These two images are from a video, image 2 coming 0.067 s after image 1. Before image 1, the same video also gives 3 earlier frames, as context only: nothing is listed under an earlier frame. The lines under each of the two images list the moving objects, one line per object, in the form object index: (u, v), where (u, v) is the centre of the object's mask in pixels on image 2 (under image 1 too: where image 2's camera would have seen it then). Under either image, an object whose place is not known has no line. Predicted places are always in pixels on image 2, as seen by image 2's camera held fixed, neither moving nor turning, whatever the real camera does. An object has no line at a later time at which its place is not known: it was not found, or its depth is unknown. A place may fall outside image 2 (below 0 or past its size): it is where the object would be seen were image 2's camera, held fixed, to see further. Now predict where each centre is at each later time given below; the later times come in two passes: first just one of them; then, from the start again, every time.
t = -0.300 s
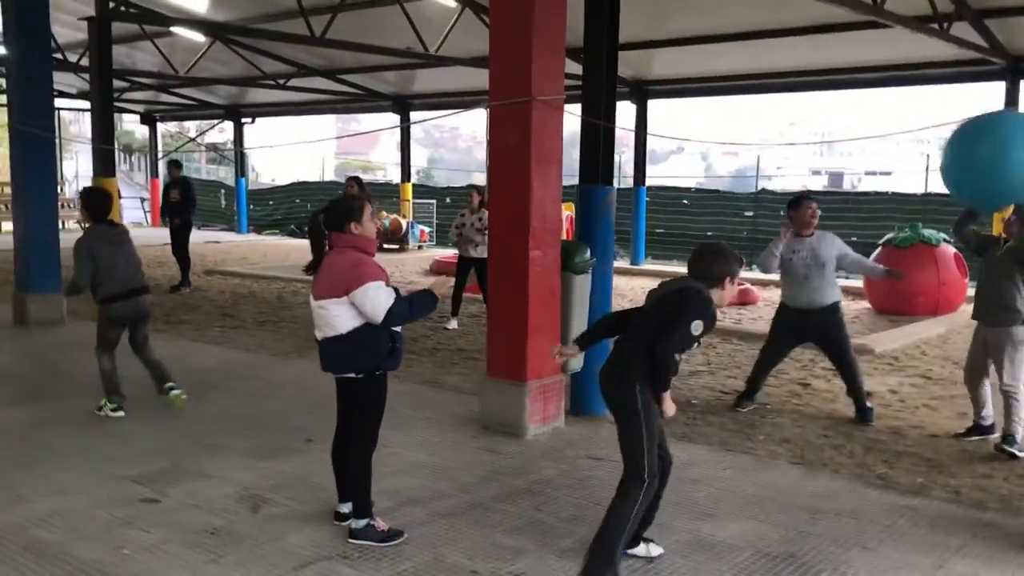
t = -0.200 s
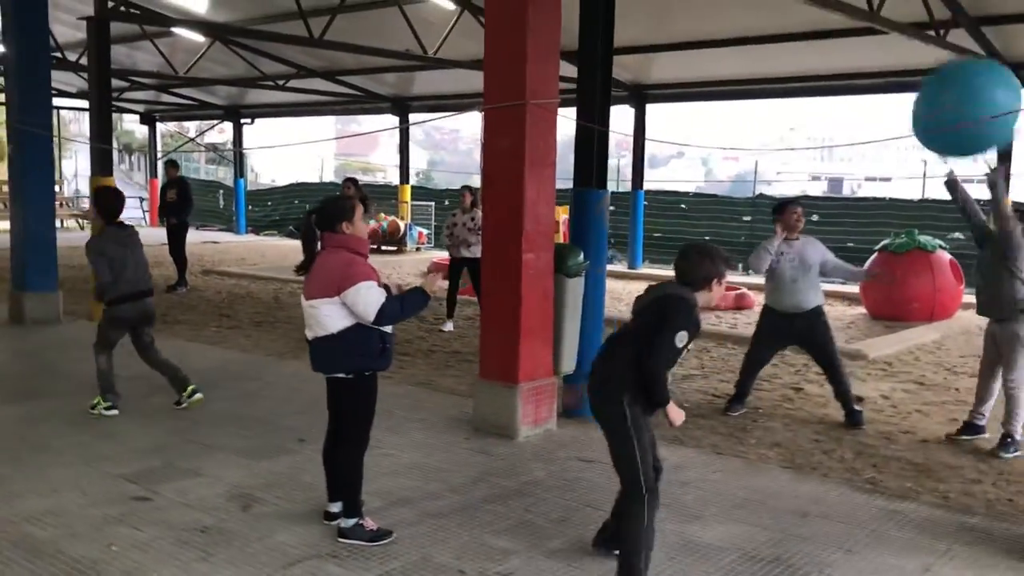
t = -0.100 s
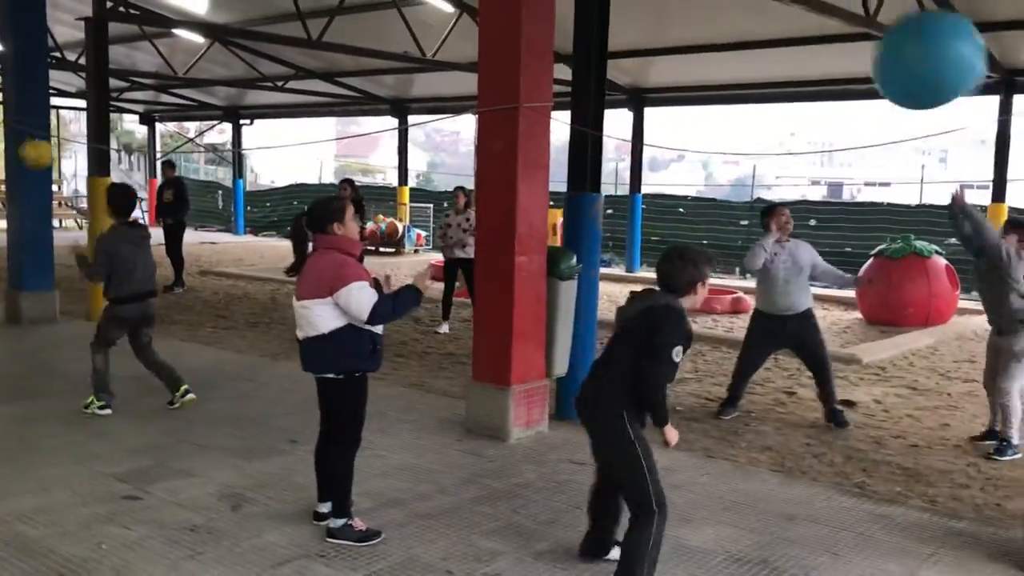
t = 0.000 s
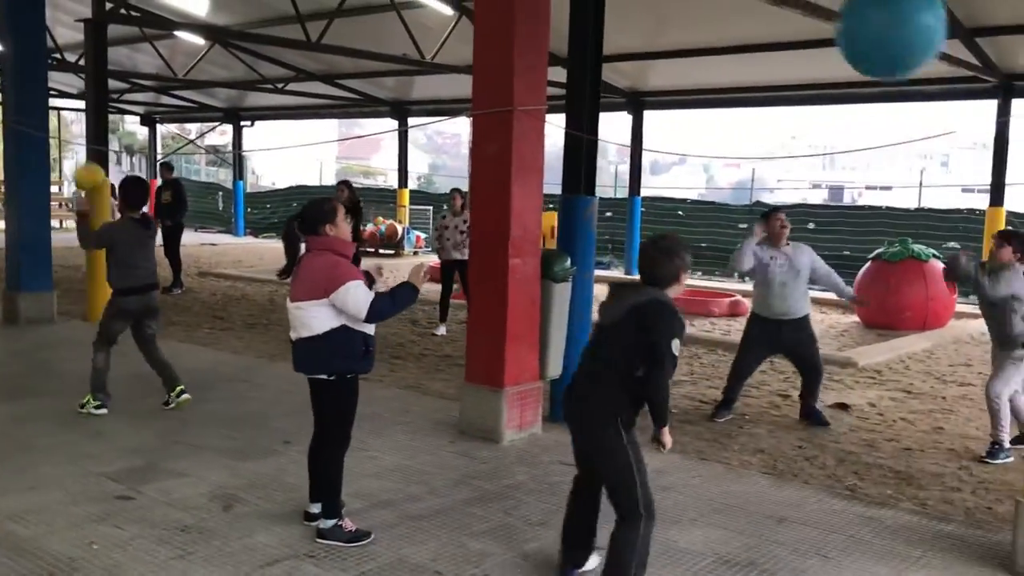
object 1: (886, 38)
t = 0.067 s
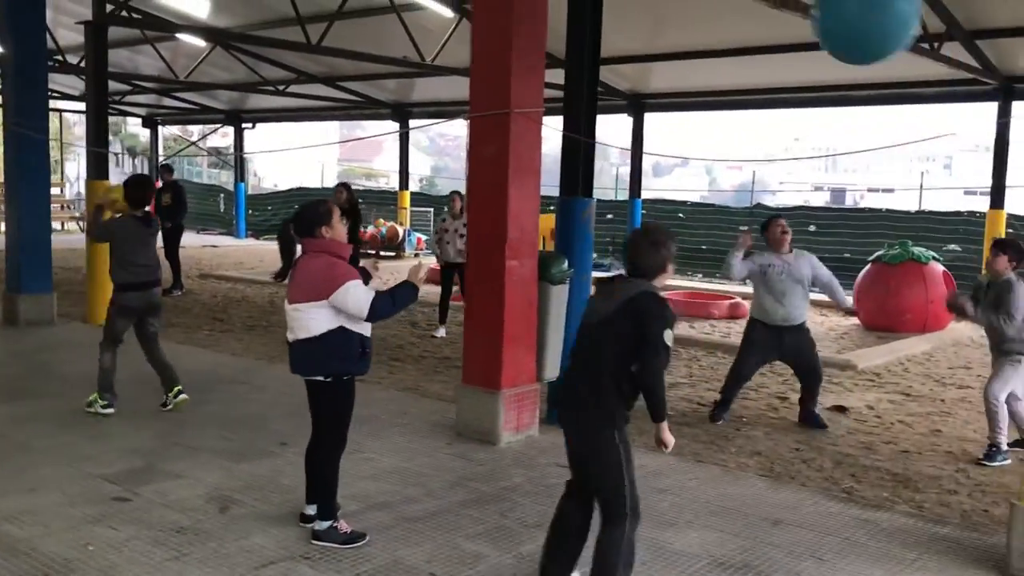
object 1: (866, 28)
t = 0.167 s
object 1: (835, 21)
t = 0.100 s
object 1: (855, 25)
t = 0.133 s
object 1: (845, 22)
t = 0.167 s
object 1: (835, 21)
